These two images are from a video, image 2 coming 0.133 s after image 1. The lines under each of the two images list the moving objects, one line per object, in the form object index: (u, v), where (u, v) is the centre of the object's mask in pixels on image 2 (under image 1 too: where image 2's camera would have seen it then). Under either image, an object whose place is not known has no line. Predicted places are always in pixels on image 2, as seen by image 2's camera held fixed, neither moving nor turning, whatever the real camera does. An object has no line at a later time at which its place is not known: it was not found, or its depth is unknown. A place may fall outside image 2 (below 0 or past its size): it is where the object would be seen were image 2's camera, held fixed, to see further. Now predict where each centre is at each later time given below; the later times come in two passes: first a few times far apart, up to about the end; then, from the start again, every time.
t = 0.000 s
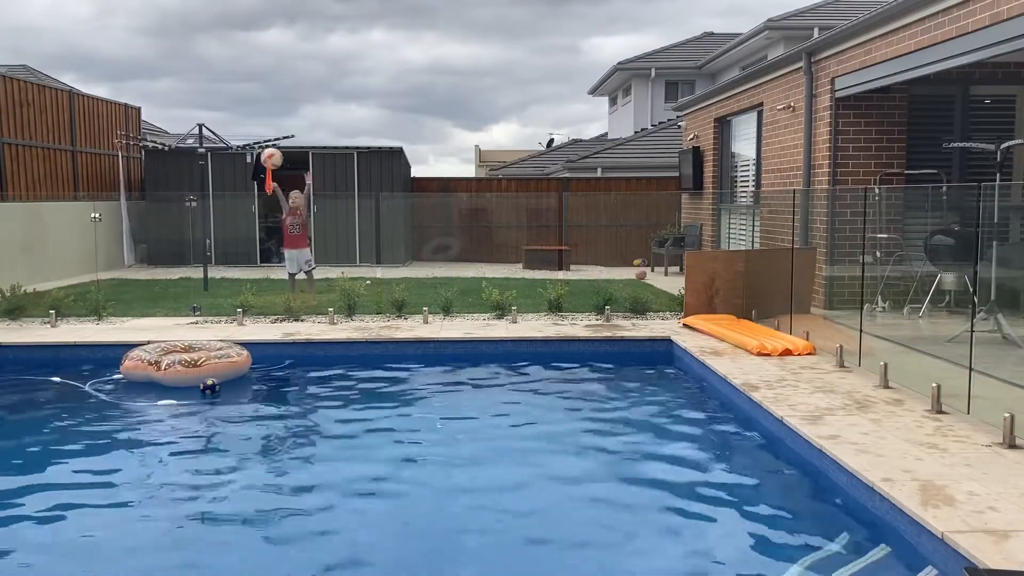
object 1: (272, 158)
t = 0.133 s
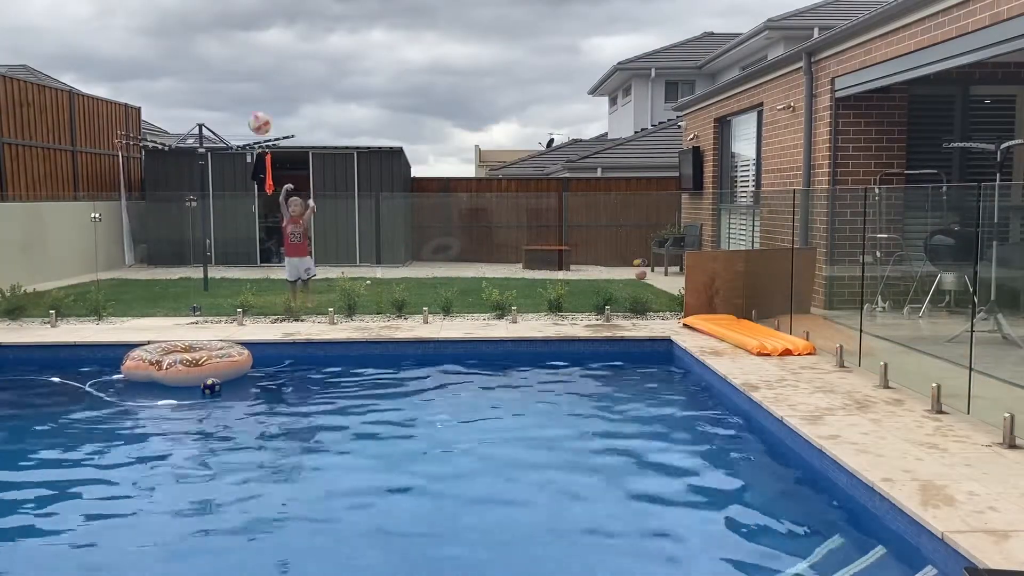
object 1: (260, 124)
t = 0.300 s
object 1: (244, 103)
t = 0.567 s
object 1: (220, 132)
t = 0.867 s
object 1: (189, 279)
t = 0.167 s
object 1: (257, 117)
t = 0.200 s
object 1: (254, 112)
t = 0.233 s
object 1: (250, 108)
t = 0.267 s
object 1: (248, 105)
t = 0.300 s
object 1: (244, 103)
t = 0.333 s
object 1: (241, 102)
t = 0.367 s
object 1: (239, 102)
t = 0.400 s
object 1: (236, 104)
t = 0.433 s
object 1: (232, 107)
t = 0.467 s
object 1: (229, 111)
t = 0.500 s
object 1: (226, 116)
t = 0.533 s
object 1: (223, 123)
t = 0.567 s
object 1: (220, 132)
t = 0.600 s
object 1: (216, 142)
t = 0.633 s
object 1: (213, 153)
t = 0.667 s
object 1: (209, 166)
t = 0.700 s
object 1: (206, 181)
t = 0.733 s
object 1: (203, 197)
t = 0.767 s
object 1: (199, 215)
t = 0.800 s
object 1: (196, 235)
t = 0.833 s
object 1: (193, 255)
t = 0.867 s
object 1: (189, 279)
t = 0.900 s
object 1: (186, 304)
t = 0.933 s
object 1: (183, 331)
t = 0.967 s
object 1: (179, 353)
